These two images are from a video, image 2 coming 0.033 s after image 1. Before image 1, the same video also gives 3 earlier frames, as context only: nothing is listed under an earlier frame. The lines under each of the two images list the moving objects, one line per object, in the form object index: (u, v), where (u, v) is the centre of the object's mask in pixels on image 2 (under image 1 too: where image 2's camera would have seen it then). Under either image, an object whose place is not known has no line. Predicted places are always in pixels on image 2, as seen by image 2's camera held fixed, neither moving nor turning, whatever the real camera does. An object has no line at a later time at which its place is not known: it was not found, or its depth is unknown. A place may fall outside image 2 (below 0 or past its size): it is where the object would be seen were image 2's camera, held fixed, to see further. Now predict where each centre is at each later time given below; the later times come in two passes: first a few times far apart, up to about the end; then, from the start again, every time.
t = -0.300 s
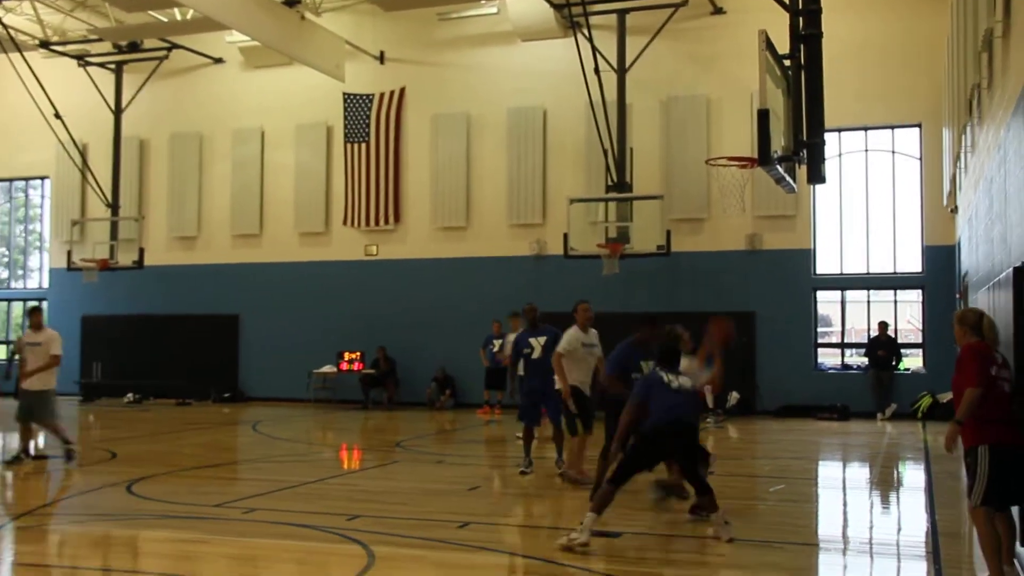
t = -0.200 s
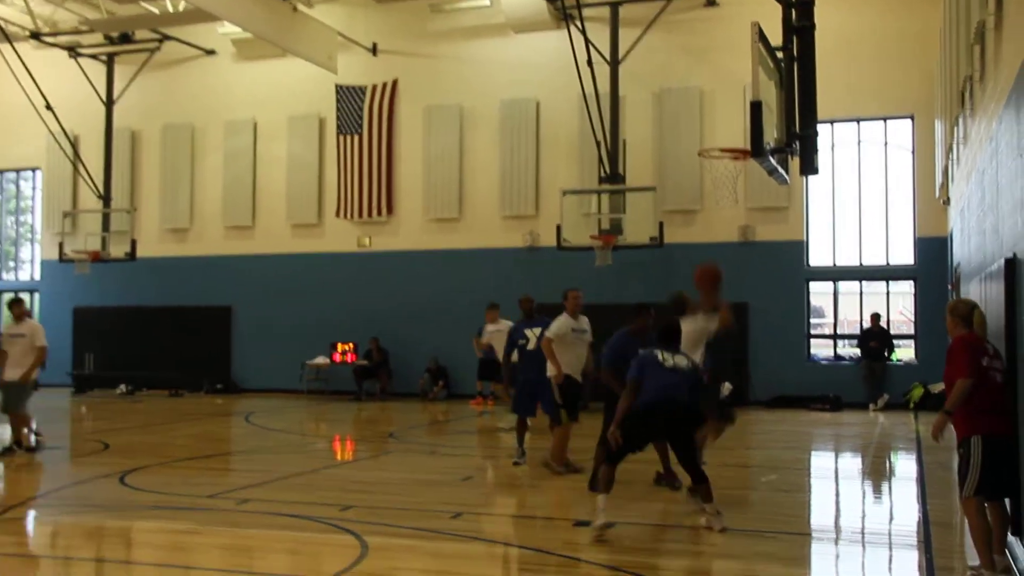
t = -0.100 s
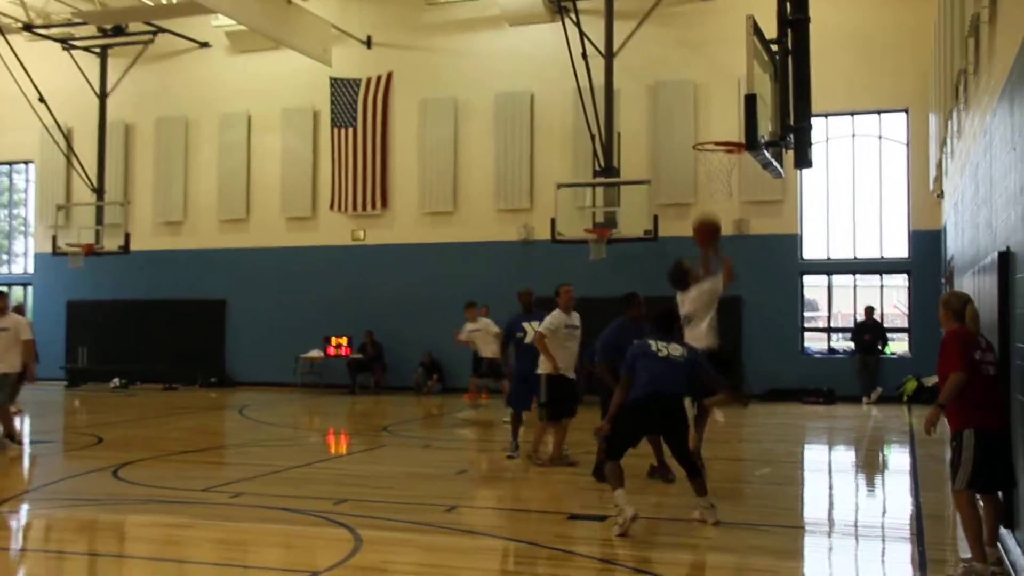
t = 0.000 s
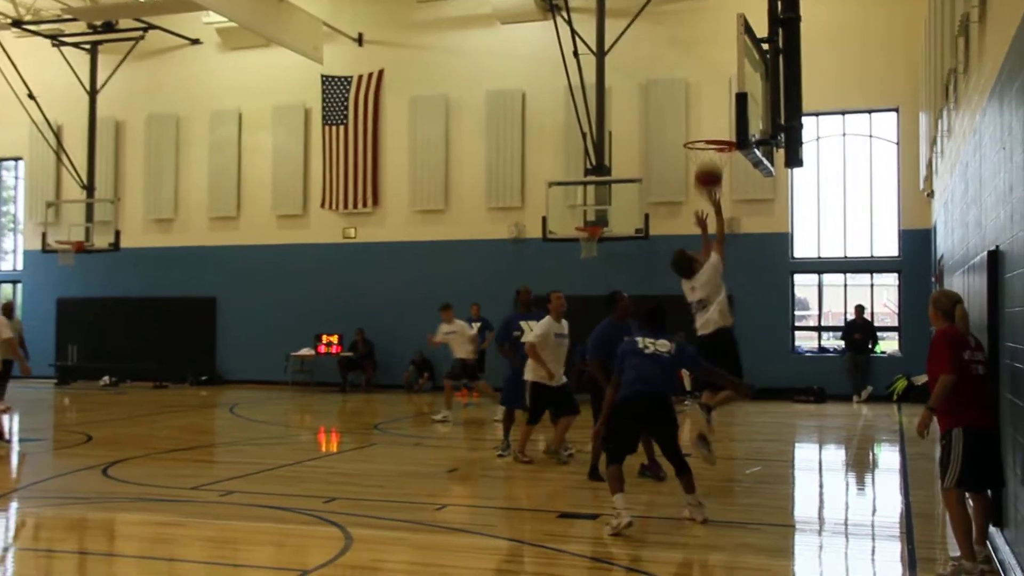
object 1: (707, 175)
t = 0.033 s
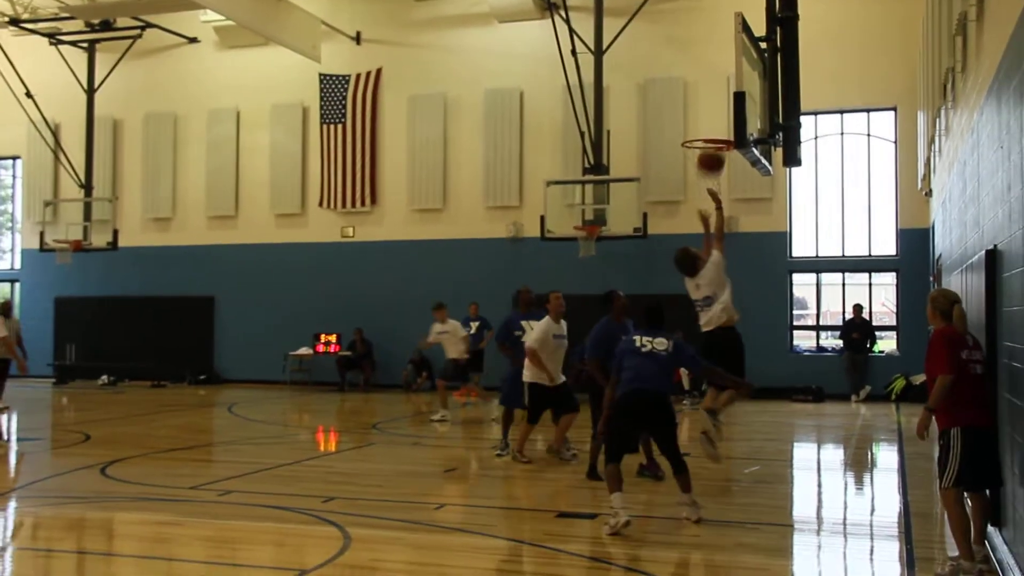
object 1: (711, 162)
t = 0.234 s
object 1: (726, 101)
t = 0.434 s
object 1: (718, 108)
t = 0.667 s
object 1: (704, 168)
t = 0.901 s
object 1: (699, 220)
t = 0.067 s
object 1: (716, 146)
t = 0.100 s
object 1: (719, 134)
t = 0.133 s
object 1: (723, 122)
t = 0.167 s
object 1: (725, 112)
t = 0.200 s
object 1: (727, 104)
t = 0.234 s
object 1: (726, 101)
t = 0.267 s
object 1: (725, 99)
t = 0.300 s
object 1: (724, 98)
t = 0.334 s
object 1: (723, 99)
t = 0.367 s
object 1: (722, 101)
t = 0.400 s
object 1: (720, 104)
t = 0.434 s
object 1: (718, 108)
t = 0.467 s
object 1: (716, 113)
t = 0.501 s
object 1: (714, 120)
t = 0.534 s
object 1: (713, 127)
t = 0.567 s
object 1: (710, 134)
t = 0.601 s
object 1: (708, 146)
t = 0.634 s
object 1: (706, 158)
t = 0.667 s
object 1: (704, 168)
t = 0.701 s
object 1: (703, 175)
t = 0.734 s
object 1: (703, 179)
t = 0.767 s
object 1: (703, 185)
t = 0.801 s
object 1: (701, 193)
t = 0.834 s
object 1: (700, 200)
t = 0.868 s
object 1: (700, 210)
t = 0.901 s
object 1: (699, 220)
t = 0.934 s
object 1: (699, 232)
